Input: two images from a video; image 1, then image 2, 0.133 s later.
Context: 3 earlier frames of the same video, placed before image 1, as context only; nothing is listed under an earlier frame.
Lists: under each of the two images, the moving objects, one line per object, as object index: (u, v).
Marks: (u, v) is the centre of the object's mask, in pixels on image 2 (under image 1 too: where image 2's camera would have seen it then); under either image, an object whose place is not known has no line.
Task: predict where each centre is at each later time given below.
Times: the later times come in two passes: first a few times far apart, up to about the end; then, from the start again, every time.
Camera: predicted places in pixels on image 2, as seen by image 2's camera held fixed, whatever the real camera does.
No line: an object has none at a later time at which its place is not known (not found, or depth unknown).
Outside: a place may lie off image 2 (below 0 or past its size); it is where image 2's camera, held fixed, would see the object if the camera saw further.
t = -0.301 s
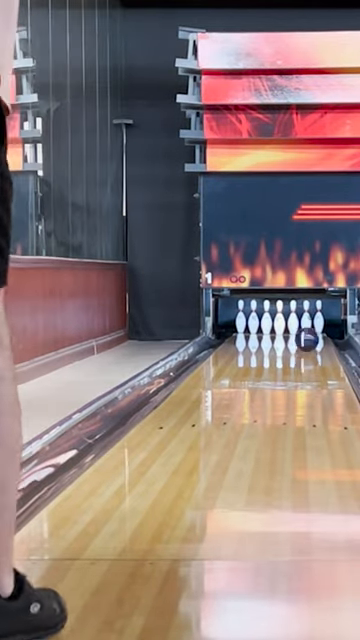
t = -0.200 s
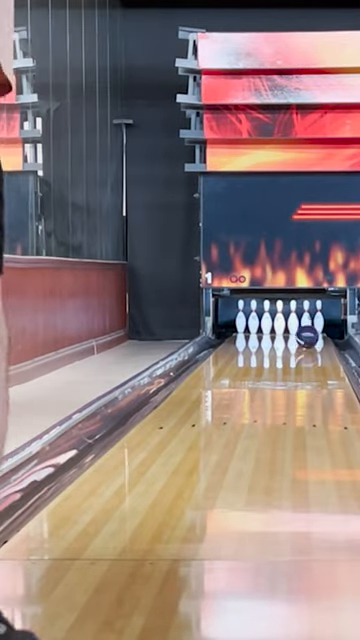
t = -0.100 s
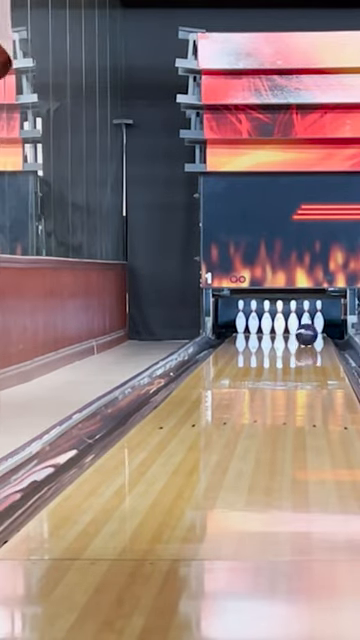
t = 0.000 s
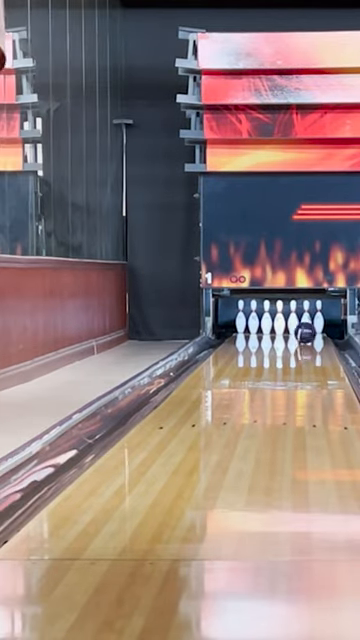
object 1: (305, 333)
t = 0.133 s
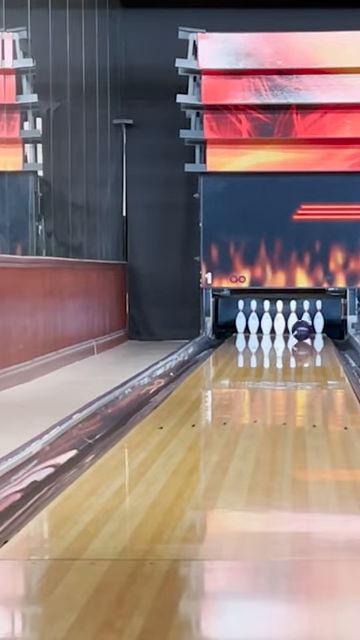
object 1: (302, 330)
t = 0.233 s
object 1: (298, 329)
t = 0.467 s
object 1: (290, 325)
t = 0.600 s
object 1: (290, 324)
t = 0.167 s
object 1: (301, 330)
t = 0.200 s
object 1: (299, 329)
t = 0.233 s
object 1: (298, 329)
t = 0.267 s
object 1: (297, 328)
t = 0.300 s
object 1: (296, 328)
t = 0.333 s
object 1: (294, 328)
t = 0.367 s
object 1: (293, 327)
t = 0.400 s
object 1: (291, 326)
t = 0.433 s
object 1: (290, 325)
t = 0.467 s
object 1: (290, 325)
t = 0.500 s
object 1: (290, 325)
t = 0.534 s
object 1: (290, 324)
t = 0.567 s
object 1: (290, 324)
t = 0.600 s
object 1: (290, 324)
